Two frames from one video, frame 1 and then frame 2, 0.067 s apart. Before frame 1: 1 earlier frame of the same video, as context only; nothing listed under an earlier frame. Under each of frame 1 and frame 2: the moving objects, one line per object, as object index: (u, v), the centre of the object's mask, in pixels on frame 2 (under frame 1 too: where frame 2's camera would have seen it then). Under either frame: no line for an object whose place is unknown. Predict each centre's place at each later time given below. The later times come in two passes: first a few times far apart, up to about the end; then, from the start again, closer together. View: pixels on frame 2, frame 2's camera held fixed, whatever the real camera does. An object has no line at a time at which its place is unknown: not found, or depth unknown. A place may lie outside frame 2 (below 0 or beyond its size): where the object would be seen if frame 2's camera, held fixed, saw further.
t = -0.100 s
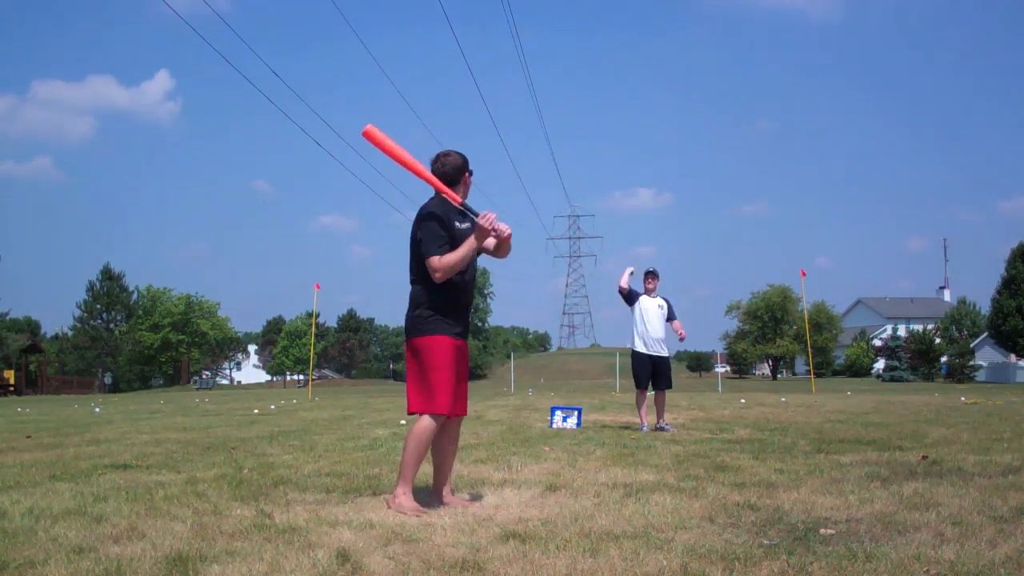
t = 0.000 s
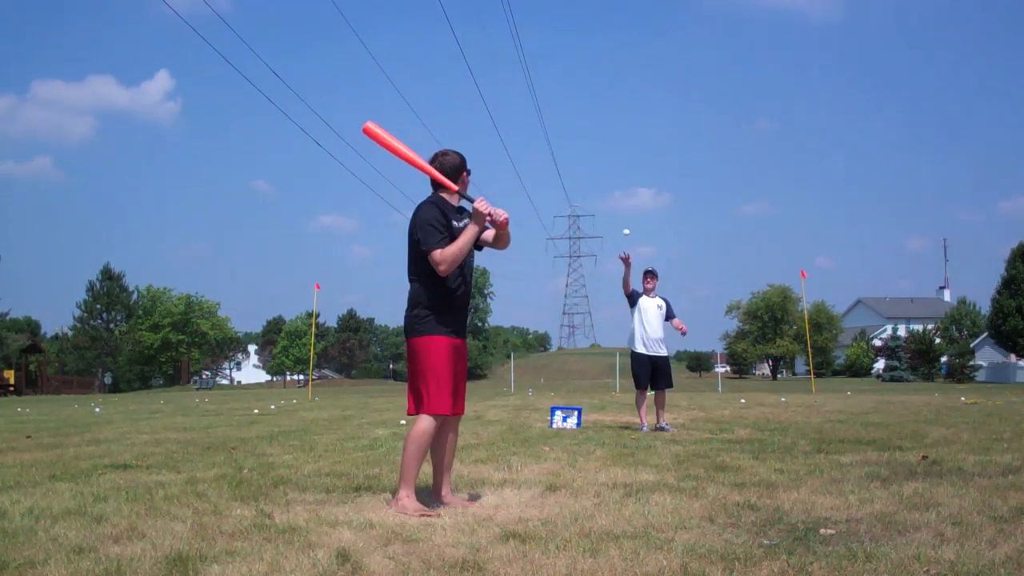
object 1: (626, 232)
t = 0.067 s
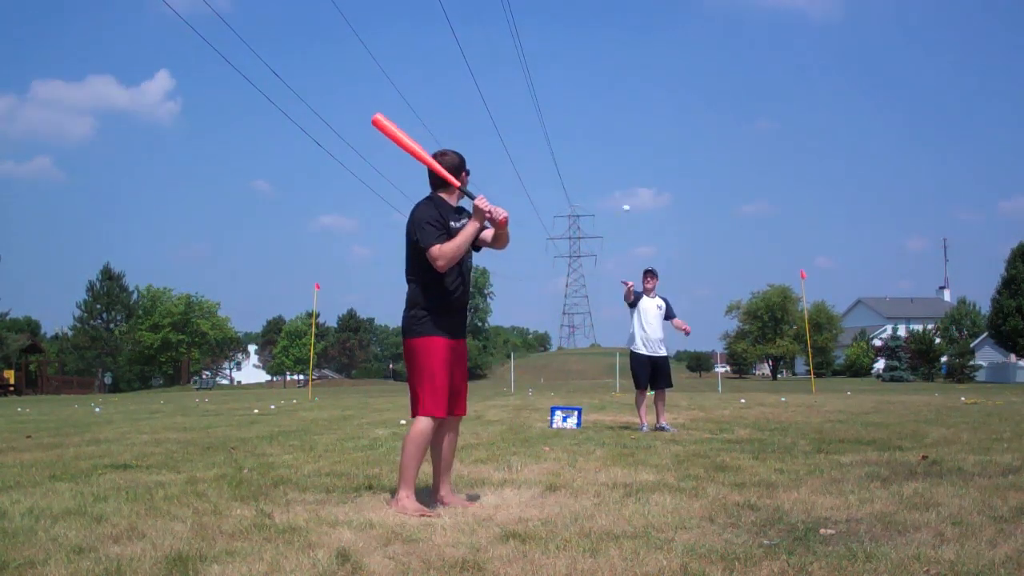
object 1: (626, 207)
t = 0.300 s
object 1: (631, 147)
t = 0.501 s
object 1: (642, 133)
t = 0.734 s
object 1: (661, 184)
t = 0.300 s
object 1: (631, 147)
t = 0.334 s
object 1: (633, 142)
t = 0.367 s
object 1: (634, 138)
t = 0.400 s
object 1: (636, 135)
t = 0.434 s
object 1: (637, 133)
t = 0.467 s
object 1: (640, 133)
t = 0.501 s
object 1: (642, 133)
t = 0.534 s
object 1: (644, 135)
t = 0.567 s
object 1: (646, 139)
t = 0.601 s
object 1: (649, 145)
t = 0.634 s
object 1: (652, 152)
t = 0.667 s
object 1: (654, 160)
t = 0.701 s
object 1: (658, 171)
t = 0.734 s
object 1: (661, 184)
